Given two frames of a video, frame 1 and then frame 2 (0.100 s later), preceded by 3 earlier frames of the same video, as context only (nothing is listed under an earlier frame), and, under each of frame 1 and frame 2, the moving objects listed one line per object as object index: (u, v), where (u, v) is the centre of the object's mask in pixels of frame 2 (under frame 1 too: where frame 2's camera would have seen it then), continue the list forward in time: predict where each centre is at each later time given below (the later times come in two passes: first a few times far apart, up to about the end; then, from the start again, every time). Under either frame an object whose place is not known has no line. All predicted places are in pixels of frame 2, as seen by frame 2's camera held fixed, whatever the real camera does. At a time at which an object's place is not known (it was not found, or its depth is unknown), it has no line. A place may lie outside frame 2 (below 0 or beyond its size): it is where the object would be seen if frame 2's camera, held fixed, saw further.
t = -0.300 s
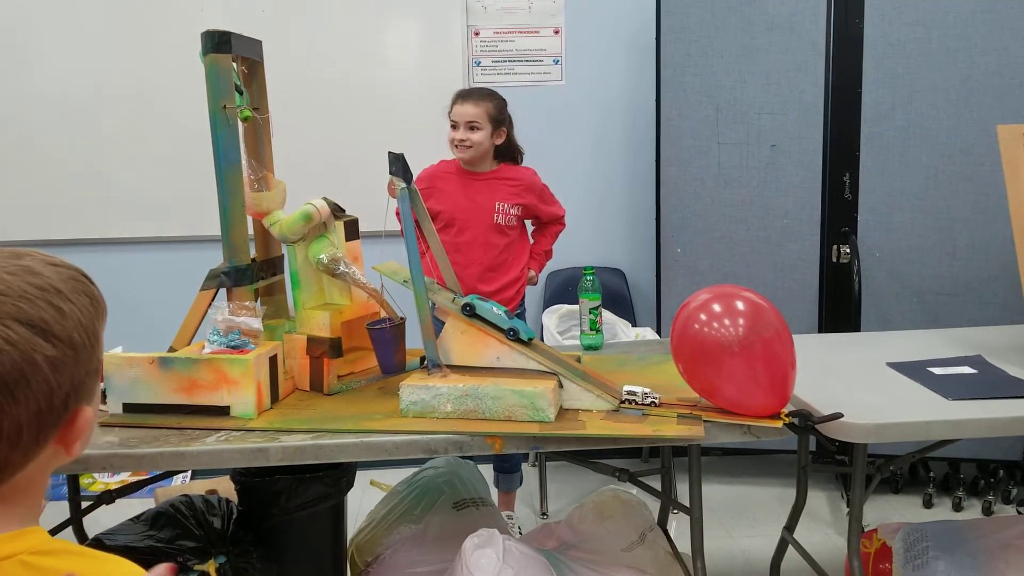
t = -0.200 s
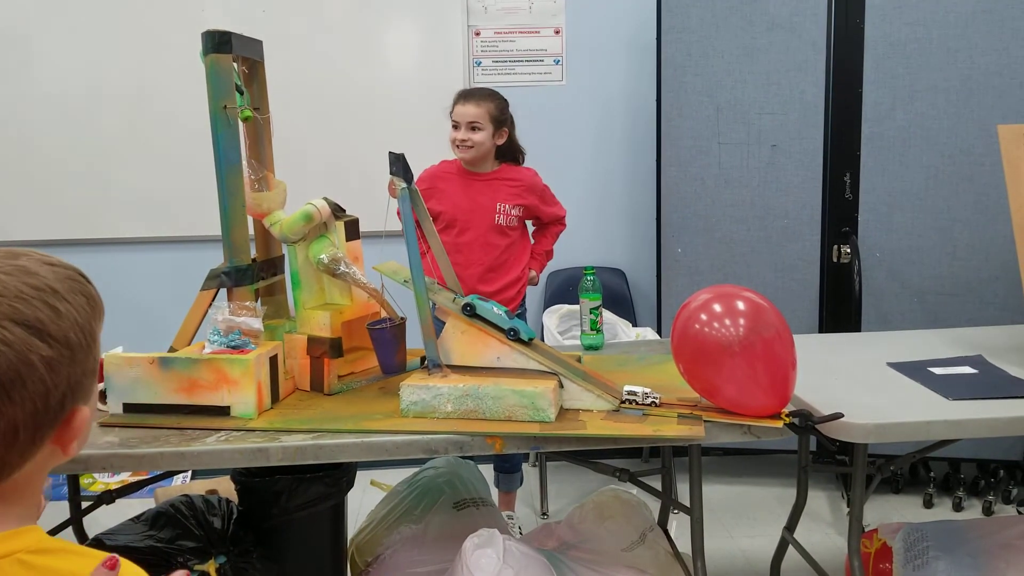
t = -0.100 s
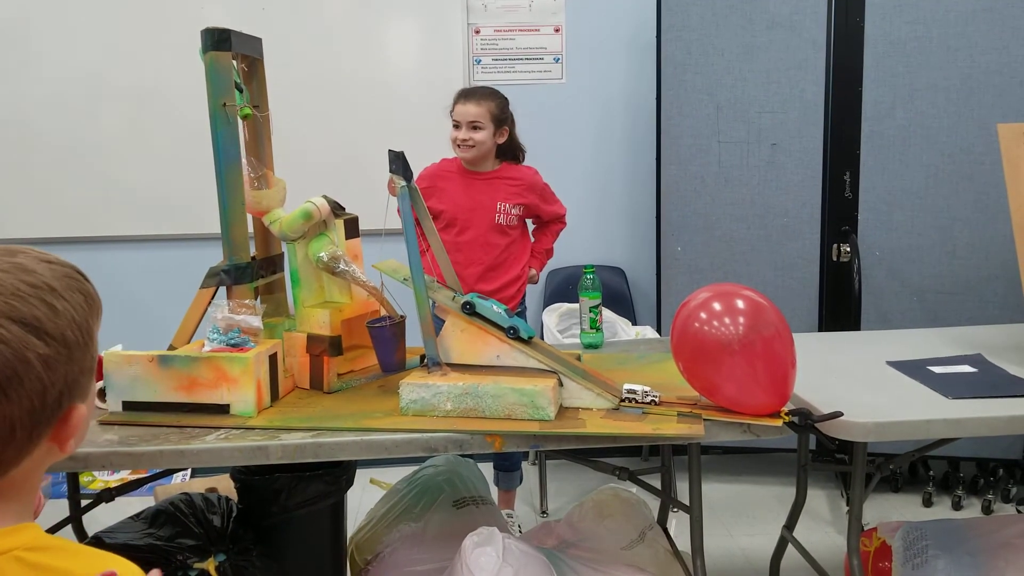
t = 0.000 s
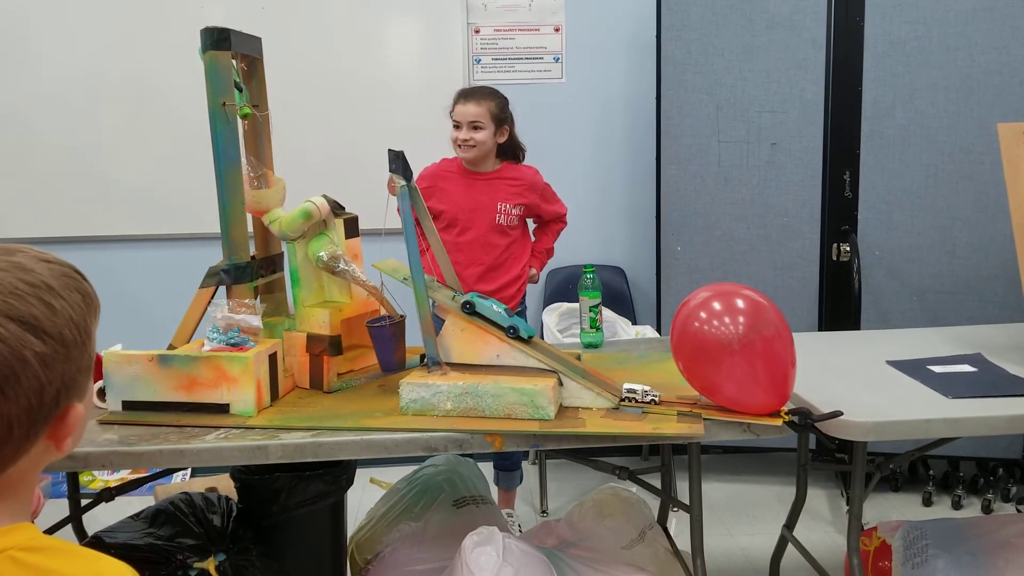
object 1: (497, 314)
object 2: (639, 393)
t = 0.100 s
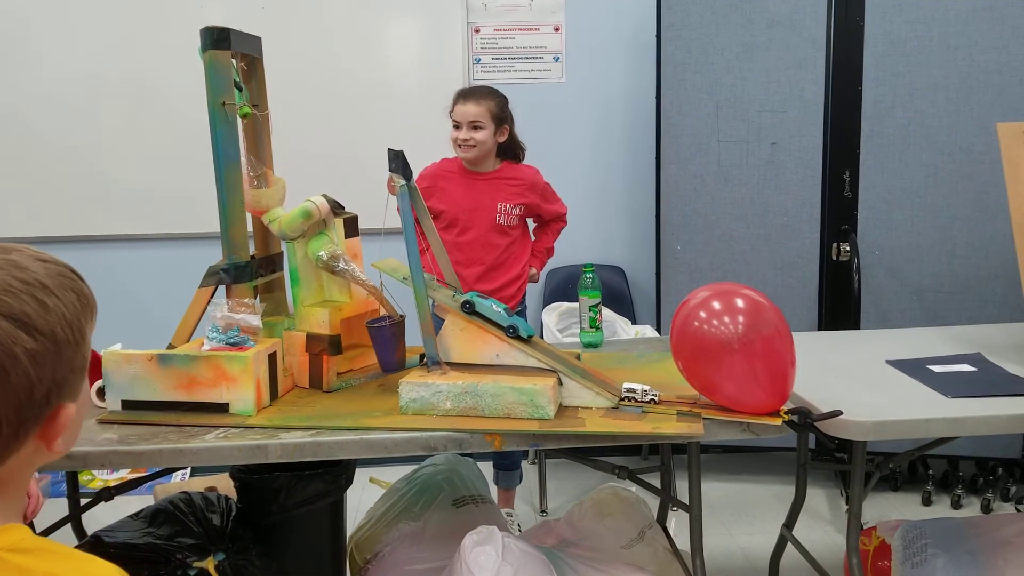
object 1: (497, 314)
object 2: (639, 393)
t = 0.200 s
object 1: (497, 315)
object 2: (639, 393)
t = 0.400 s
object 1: (518, 326)
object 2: (639, 394)
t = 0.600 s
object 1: (597, 369)
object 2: (653, 395)
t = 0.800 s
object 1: (673, 392)
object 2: (735, 403)
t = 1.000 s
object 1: (713, 394)
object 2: (775, 408)
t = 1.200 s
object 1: (714, 394)
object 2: (796, 425)
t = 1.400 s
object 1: (714, 394)
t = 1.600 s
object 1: (714, 395)
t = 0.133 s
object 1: (497, 314)
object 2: (639, 393)
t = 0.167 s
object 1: (497, 315)
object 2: (639, 393)
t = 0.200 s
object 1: (497, 315)
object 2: (639, 393)
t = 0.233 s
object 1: (497, 315)
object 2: (639, 393)
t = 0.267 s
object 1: (498, 315)
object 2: (639, 393)
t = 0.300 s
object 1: (500, 317)
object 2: (639, 394)
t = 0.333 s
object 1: (504, 319)
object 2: (639, 394)
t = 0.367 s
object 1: (510, 322)
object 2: (639, 394)
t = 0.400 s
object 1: (518, 326)
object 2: (639, 394)
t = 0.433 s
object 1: (529, 332)
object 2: (639, 394)
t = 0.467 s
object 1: (540, 338)
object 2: (639, 394)
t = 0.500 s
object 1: (553, 345)
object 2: (639, 394)
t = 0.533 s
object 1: (568, 353)
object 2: (639, 394)
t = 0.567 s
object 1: (585, 362)
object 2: (639, 394)
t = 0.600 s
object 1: (597, 369)
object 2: (653, 395)
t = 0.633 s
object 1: (610, 376)
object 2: (666, 396)
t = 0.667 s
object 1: (622, 380)
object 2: (681, 398)
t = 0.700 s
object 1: (635, 384)
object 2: (695, 398)
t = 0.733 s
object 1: (647, 388)
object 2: (709, 400)
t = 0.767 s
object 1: (659, 390)
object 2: (722, 401)
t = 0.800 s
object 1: (673, 392)
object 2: (735, 403)
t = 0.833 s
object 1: (686, 393)
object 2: (747, 404)
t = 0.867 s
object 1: (696, 394)
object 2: (758, 405)
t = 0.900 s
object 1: (703, 394)
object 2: (761, 405)
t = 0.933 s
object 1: (706, 393)
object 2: (763, 405)
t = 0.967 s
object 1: (711, 393)
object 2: (769, 406)
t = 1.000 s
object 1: (713, 394)
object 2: (775, 408)
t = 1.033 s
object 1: (715, 394)
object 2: (780, 409)
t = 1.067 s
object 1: (714, 394)
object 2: (783, 409)
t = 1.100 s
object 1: (714, 394)
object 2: (786, 410)
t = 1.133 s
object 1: (714, 394)
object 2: (789, 412)
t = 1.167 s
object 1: (715, 394)
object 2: (793, 416)
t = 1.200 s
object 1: (714, 394)
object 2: (796, 425)
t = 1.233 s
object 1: (714, 394)
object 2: (800, 442)
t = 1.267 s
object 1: (714, 394)
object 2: (800, 462)
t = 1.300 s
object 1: (714, 394)
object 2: (802, 486)
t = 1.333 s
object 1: (714, 394)
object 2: (804, 517)
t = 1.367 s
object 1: (714, 394)
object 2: (805, 557)
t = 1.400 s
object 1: (714, 394)
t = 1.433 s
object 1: (714, 394)
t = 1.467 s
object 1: (713, 394)
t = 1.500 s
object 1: (714, 394)
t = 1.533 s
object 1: (714, 394)
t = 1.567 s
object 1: (714, 394)
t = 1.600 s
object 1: (714, 395)
